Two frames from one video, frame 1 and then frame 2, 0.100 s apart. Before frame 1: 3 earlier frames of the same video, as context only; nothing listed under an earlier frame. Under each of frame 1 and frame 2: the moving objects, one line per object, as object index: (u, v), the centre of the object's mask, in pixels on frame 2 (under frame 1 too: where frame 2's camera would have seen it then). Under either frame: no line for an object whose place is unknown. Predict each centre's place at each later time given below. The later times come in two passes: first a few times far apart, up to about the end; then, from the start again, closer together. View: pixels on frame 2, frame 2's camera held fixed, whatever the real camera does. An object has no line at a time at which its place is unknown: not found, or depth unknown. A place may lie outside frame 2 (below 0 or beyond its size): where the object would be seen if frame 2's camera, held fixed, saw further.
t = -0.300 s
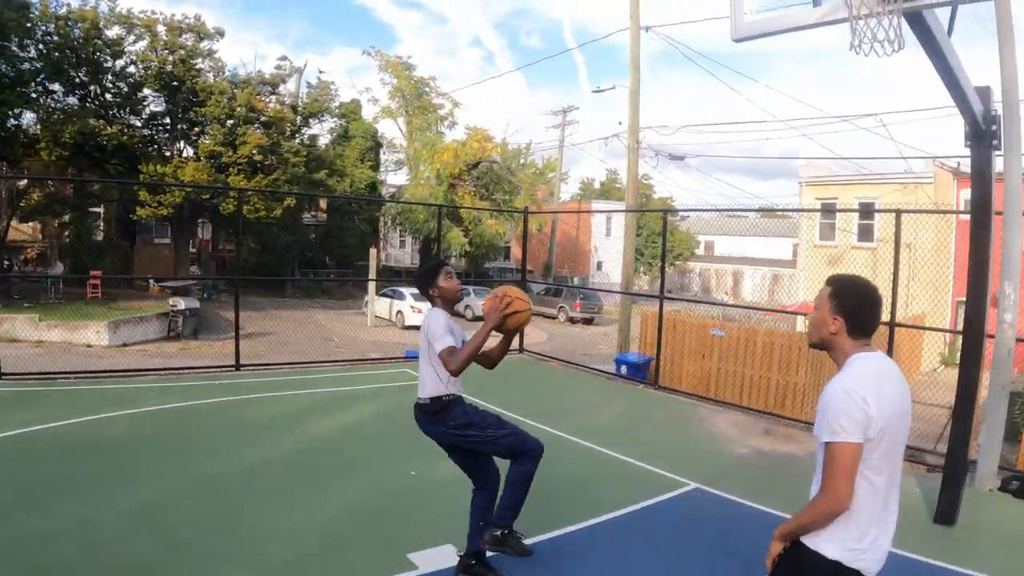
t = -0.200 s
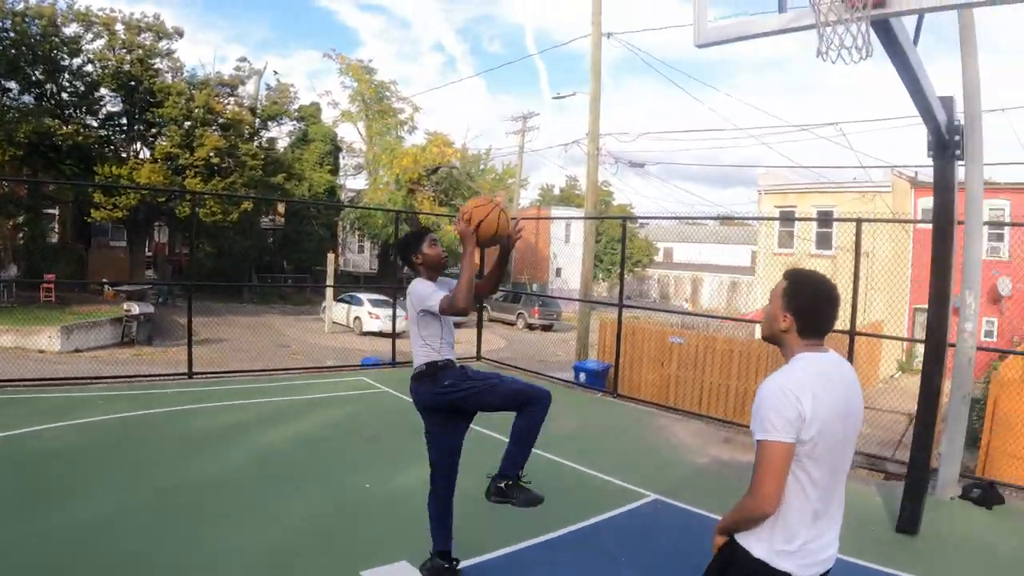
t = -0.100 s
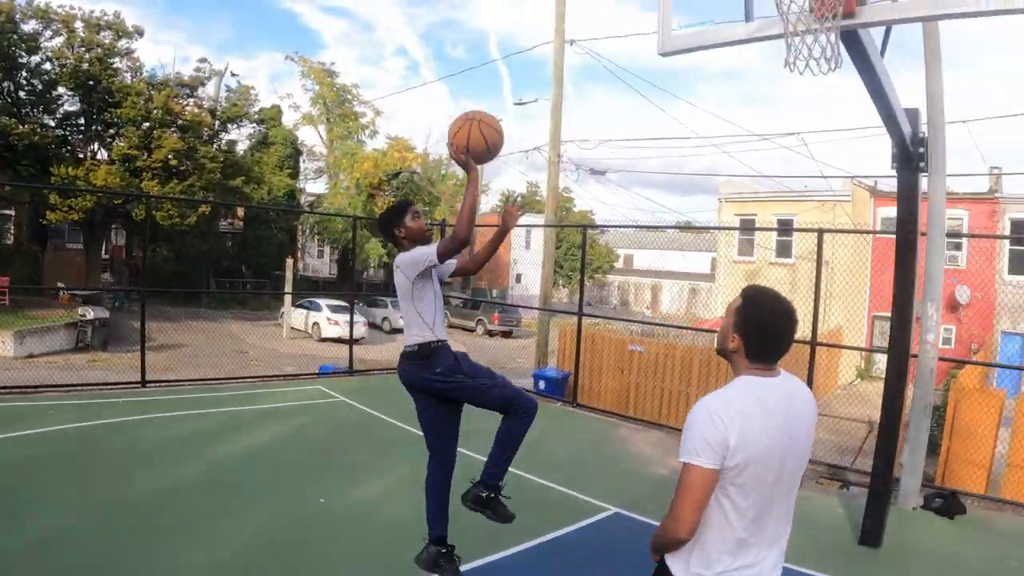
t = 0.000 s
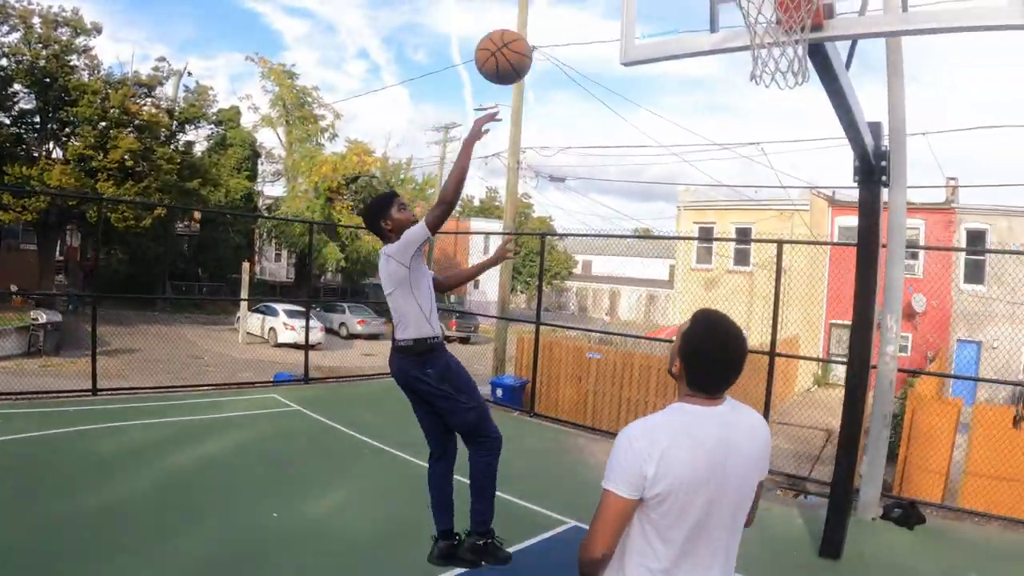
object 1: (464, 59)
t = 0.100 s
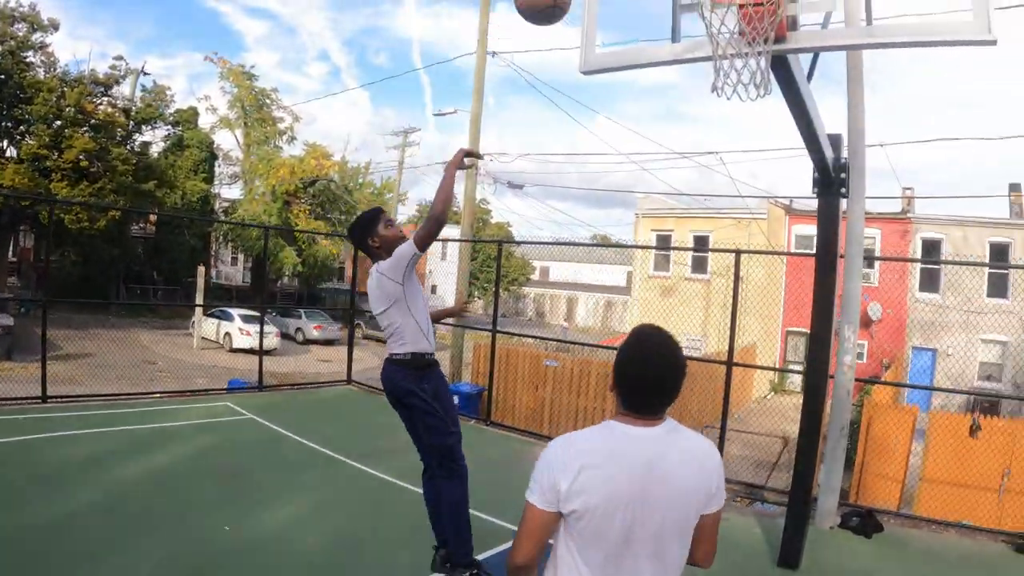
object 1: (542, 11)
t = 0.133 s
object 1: (568, 4)
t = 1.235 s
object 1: (784, 236)
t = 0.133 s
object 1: (568, 4)
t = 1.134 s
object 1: (760, 138)
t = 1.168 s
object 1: (769, 165)
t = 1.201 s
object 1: (777, 198)
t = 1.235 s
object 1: (784, 236)
